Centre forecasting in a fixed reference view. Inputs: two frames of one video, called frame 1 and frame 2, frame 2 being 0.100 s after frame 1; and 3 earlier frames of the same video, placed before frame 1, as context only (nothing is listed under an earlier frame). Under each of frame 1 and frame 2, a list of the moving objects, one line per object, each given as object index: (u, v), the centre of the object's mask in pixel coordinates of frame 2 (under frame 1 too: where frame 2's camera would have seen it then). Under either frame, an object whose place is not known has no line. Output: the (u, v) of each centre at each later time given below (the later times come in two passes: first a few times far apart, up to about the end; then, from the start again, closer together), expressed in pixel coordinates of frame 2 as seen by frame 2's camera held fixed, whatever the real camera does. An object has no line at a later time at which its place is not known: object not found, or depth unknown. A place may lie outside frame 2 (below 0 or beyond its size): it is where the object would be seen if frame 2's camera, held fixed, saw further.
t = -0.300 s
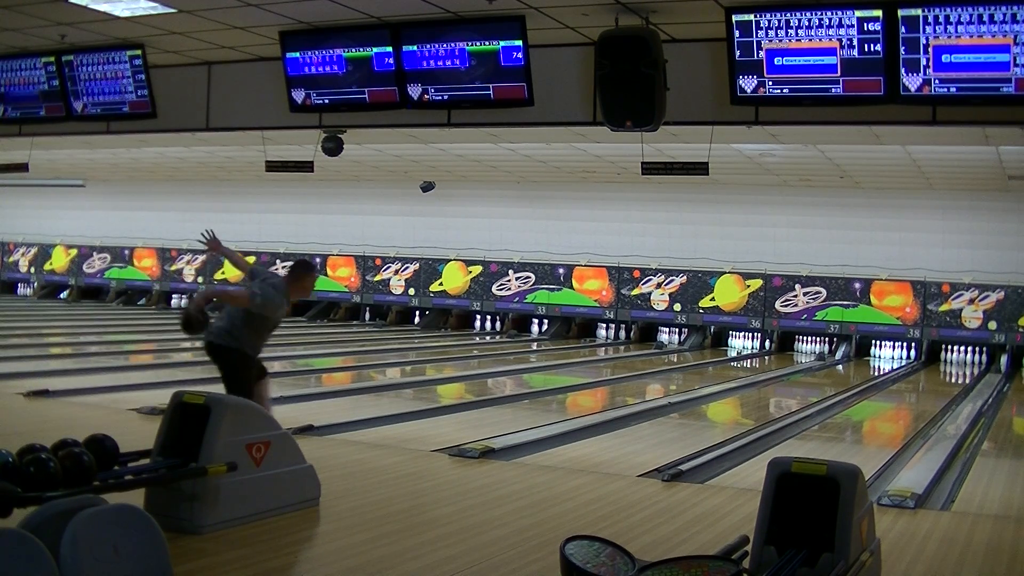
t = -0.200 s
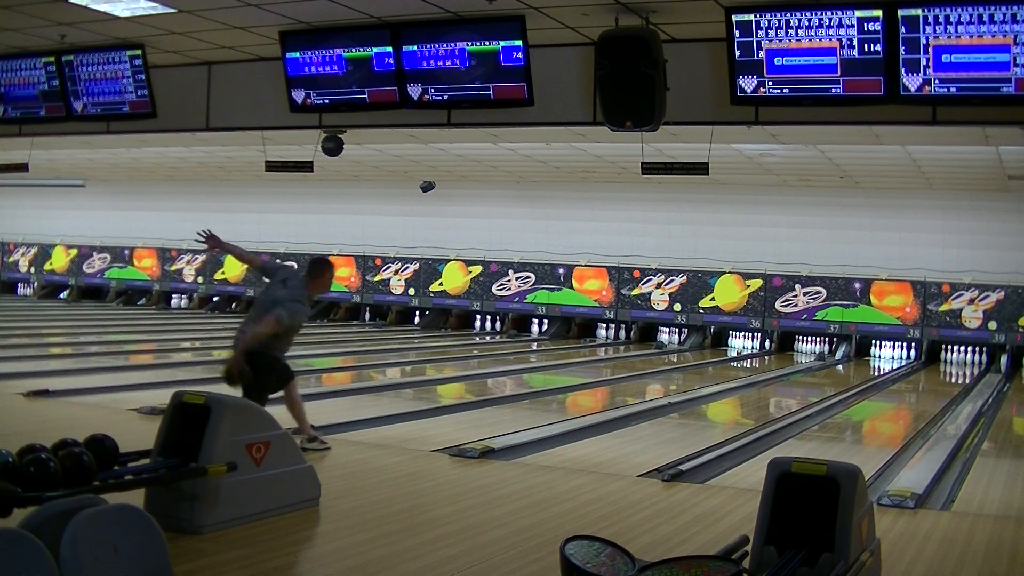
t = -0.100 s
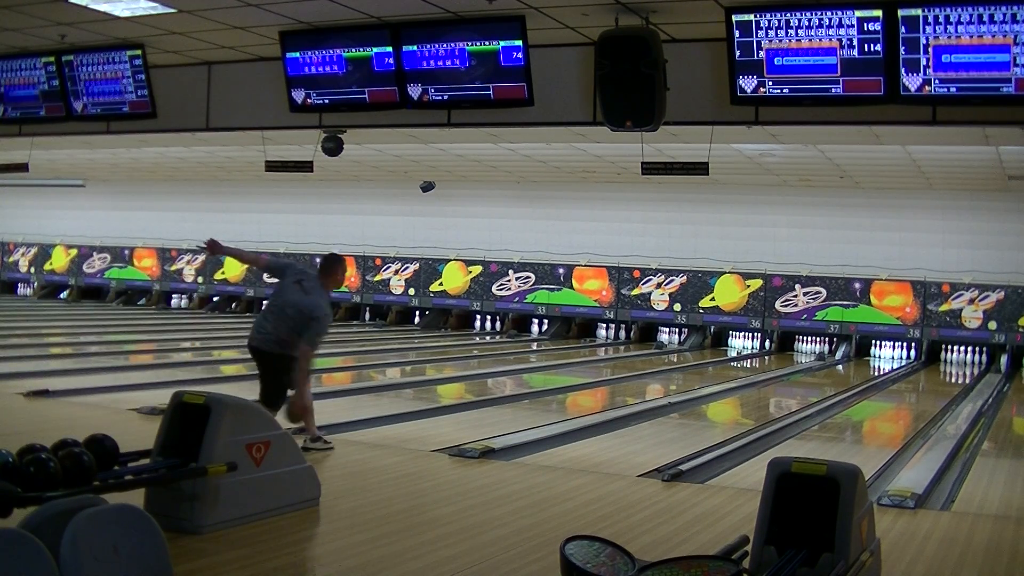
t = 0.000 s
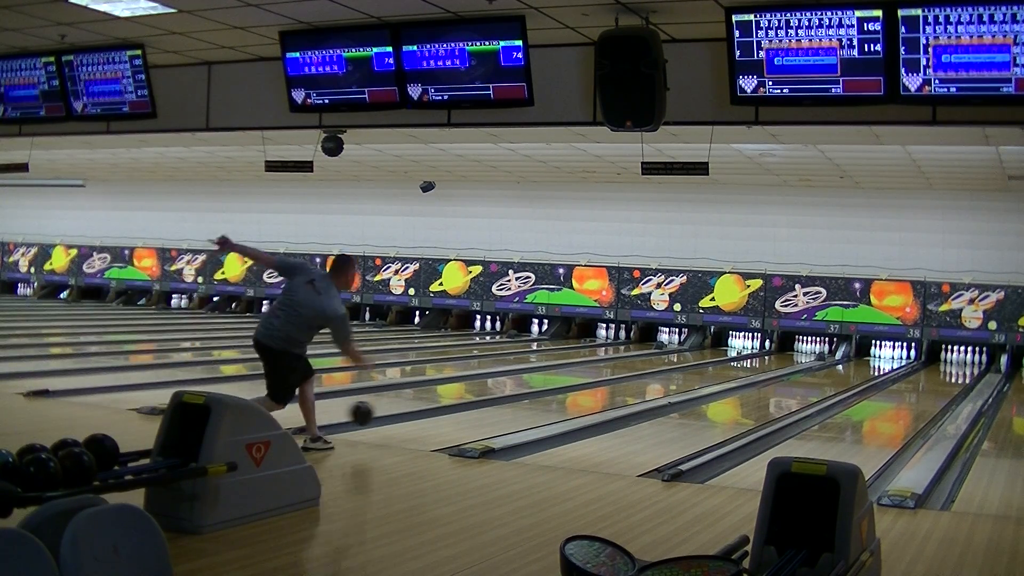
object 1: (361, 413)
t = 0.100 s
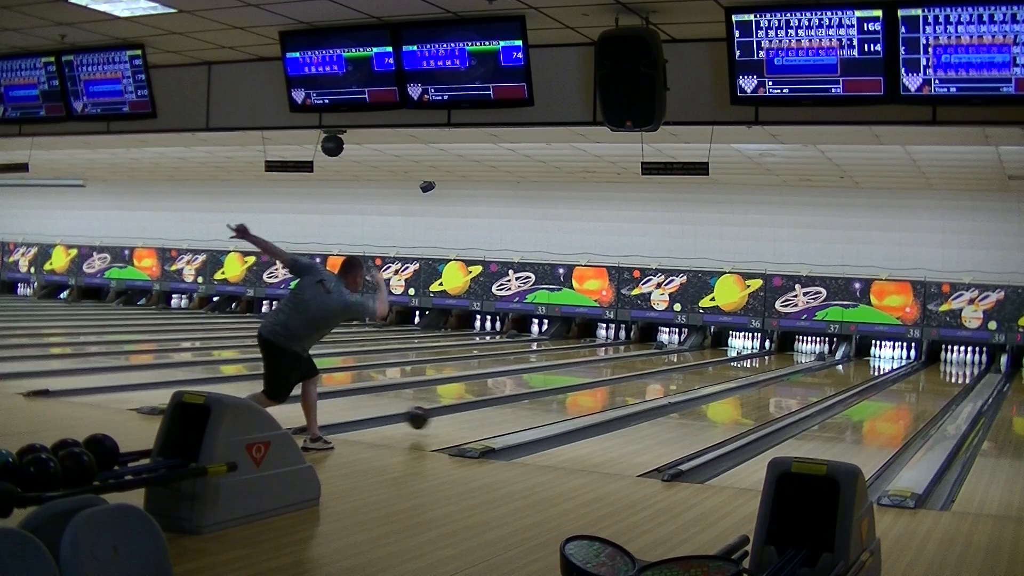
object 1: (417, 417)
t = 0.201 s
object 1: (467, 415)
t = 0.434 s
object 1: (557, 400)
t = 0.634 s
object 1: (616, 390)
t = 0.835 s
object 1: (662, 381)
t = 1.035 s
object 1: (700, 374)
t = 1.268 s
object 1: (735, 367)
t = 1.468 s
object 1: (759, 362)
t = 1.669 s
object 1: (777, 358)
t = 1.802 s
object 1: (787, 356)
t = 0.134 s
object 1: (435, 422)
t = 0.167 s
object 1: (451, 418)
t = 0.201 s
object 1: (467, 415)
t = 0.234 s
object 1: (481, 413)
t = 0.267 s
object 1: (496, 411)
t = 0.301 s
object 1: (509, 409)
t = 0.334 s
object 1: (522, 406)
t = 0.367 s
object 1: (535, 404)
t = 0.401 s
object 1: (546, 402)
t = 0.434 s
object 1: (557, 400)
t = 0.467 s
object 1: (569, 398)
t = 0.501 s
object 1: (578, 396)
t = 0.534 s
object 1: (588, 394)
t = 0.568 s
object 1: (598, 393)
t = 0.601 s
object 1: (608, 392)
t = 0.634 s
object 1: (616, 390)
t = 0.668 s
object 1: (625, 388)
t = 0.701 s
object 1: (633, 386)
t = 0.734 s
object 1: (641, 385)
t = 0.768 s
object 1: (649, 383)
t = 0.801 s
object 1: (656, 382)
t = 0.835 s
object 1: (662, 381)
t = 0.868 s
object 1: (669, 379)
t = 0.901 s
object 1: (676, 378)
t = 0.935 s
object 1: (682, 377)
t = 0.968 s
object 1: (688, 376)
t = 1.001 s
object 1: (695, 375)
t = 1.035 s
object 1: (700, 374)
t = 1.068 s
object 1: (706, 373)
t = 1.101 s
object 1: (711, 372)
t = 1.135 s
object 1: (716, 371)
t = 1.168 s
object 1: (721, 370)
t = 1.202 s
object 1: (726, 369)
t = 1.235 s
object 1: (731, 369)
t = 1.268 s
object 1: (735, 367)
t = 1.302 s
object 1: (739, 366)
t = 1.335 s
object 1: (744, 366)
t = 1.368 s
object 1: (747, 365)
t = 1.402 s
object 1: (752, 364)
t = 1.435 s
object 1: (756, 363)
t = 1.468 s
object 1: (759, 362)
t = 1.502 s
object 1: (762, 362)
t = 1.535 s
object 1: (765, 361)
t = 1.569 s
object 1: (769, 360)
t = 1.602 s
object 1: (771, 359)
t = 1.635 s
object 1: (774, 359)
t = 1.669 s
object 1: (777, 358)
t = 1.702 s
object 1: (779, 357)
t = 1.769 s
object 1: (785, 356)
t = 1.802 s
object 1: (787, 356)
